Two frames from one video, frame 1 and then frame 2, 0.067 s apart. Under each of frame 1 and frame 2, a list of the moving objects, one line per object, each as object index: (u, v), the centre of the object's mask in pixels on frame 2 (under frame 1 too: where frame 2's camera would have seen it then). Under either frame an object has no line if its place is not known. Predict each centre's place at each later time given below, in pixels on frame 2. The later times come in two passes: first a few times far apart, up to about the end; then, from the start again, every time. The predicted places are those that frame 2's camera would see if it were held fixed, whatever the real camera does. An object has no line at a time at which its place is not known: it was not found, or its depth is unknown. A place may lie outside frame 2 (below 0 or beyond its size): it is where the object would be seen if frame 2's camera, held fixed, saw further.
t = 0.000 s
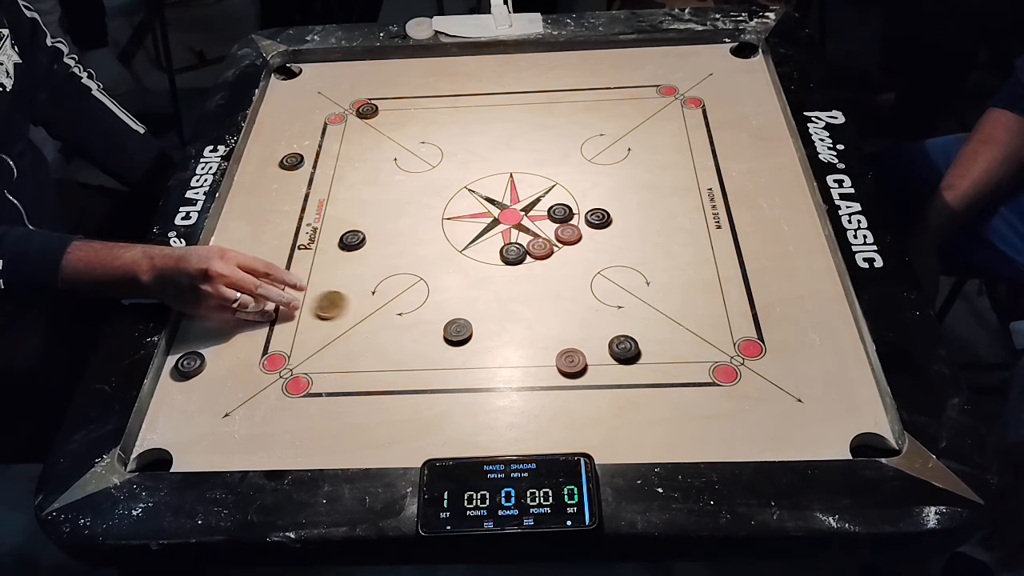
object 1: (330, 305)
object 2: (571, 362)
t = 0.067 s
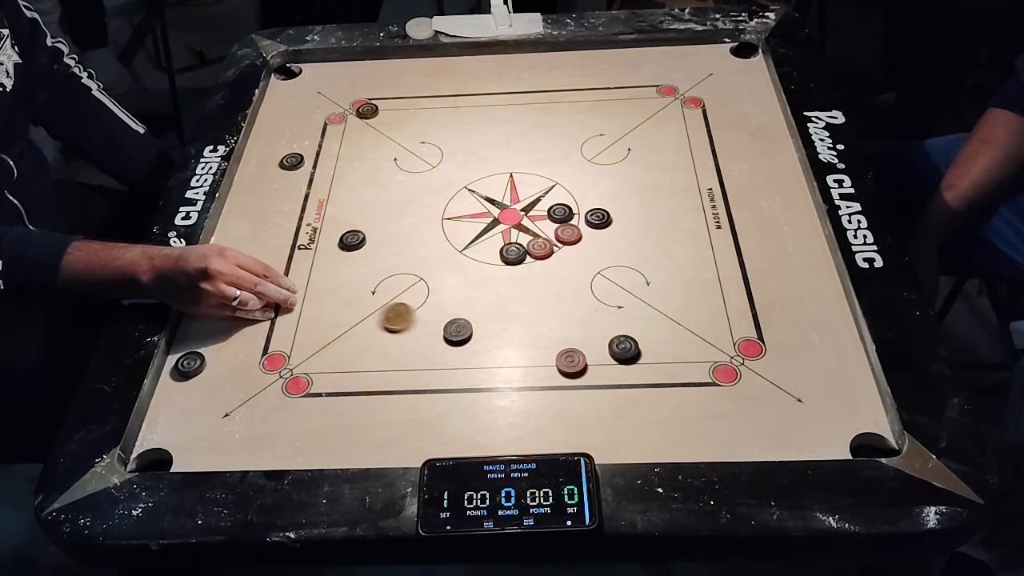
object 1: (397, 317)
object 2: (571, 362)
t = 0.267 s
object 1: (492, 327)
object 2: (673, 390)
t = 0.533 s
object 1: (520, 328)
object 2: (874, 441)
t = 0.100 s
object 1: (429, 323)
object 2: (571, 362)
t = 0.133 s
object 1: (444, 324)
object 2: (571, 362)
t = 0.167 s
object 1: (459, 325)
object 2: (571, 362)
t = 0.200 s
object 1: (471, 326)
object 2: (604, 372)
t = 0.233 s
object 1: (483, 326)
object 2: (639, 380)
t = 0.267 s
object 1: (492, 327)
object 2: (673, 390)
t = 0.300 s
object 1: (501, 327)
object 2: (705, 399)
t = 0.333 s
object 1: (508, 328)
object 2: (735, 406)
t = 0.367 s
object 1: (513, 328)
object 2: (764, 414)
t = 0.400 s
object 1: (517, 328)
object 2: (790, 421)
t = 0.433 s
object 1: (519, 328)
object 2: (815, 427)
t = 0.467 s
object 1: (520, 328)
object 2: (837, 433)
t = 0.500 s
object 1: (520, 328)
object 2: (855, 435)
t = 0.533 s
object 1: (520, 328)
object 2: (874, 441)
